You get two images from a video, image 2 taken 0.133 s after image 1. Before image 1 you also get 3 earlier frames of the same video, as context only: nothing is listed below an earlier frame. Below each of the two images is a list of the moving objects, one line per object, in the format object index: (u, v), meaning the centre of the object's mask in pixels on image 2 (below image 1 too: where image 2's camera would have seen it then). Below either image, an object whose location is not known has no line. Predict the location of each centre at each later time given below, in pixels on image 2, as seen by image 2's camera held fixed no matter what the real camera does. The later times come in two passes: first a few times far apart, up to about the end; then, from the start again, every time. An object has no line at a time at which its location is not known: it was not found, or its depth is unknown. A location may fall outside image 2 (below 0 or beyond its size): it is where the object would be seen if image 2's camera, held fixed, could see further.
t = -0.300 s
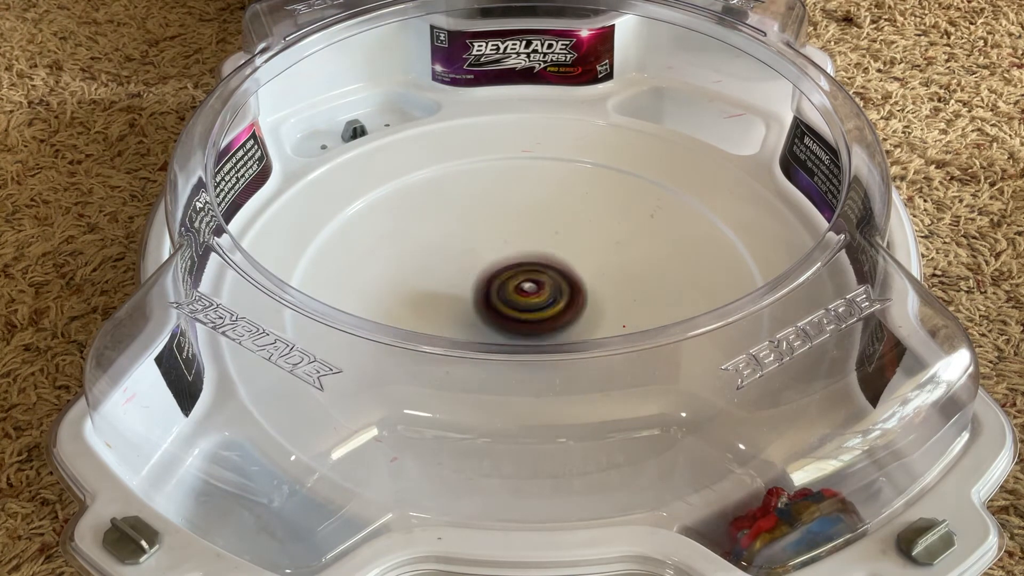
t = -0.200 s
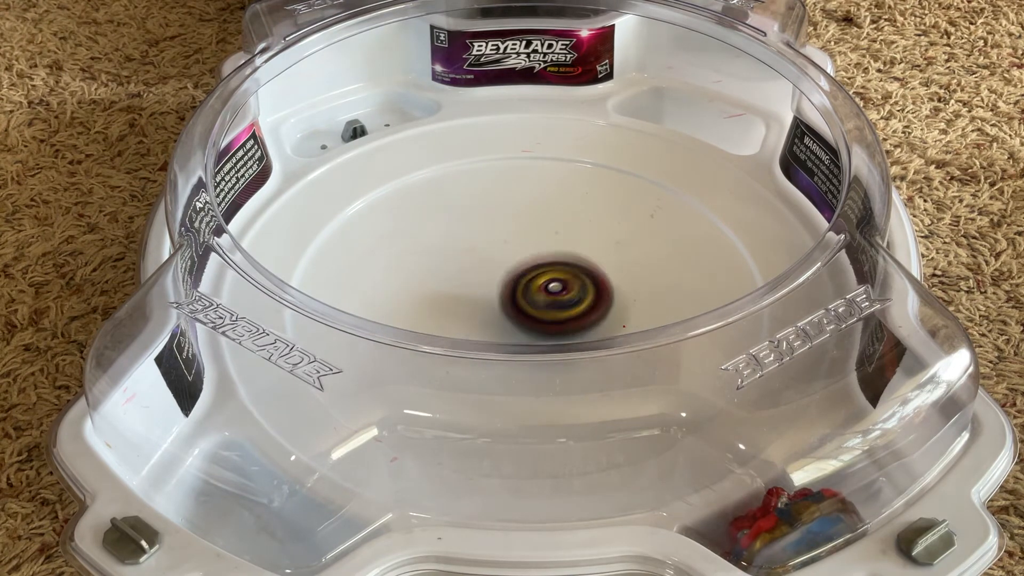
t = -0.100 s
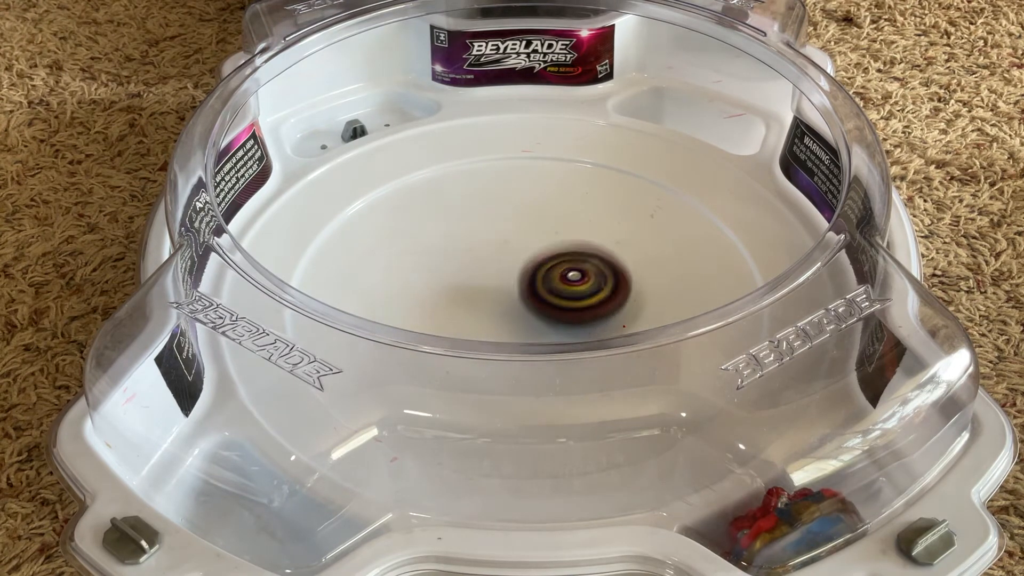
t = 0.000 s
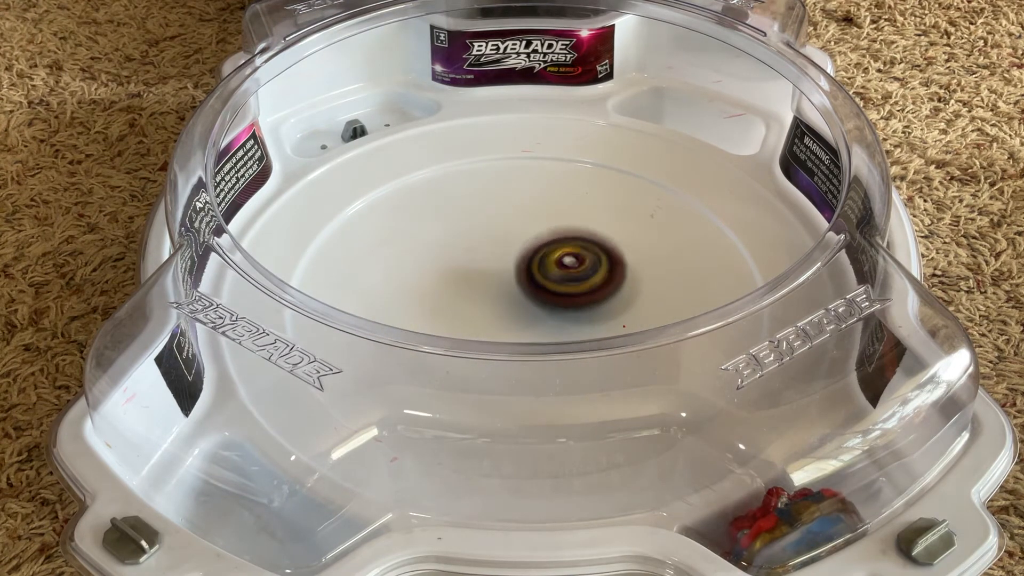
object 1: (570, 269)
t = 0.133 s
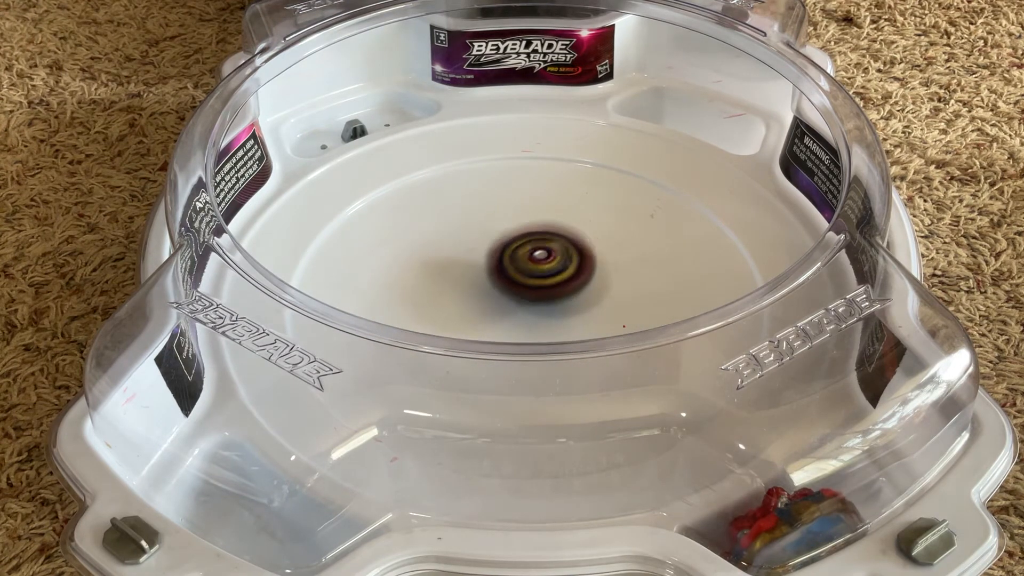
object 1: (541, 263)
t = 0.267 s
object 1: (513, 277)
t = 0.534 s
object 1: (532, 308)
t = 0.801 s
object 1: (552, 283)
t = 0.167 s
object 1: (533, 265)
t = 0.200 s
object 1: (525, 269)
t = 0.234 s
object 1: (518, 272)
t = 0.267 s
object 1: (513, 277)
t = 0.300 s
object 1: (510, 282)
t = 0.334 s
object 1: (508, 288)
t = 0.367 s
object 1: (509, 293)
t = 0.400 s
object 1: (511, 298)
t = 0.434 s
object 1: (514, 303)
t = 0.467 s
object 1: (519, 306)
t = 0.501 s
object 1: (525, 307)
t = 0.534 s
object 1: (532, 308)
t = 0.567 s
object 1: (539, 308)
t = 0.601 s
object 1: (546, 307)
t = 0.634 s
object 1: (552, 305)
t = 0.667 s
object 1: (556, 302)
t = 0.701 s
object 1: (558, 297)
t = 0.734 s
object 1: (558, 292)
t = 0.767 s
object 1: (556, 287)
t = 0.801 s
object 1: (552, 283)
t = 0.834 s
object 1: (546, 279)
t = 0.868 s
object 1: (539, 276)
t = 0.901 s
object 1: (532, 274)
